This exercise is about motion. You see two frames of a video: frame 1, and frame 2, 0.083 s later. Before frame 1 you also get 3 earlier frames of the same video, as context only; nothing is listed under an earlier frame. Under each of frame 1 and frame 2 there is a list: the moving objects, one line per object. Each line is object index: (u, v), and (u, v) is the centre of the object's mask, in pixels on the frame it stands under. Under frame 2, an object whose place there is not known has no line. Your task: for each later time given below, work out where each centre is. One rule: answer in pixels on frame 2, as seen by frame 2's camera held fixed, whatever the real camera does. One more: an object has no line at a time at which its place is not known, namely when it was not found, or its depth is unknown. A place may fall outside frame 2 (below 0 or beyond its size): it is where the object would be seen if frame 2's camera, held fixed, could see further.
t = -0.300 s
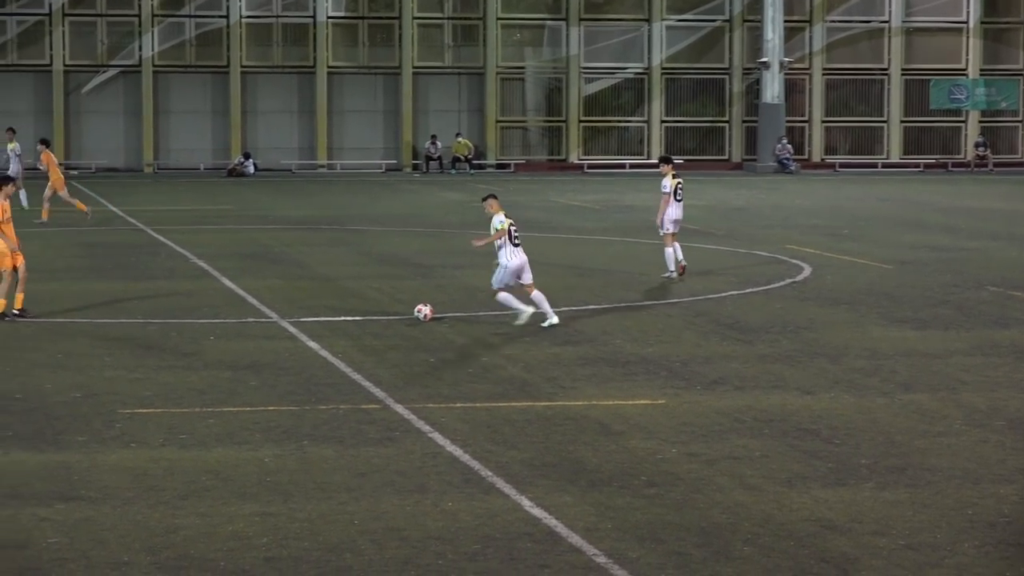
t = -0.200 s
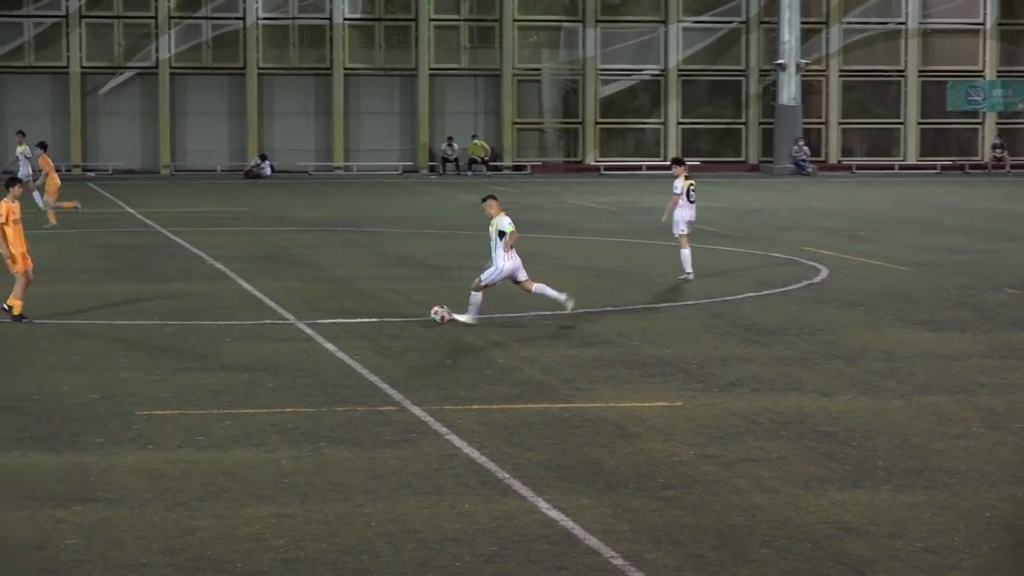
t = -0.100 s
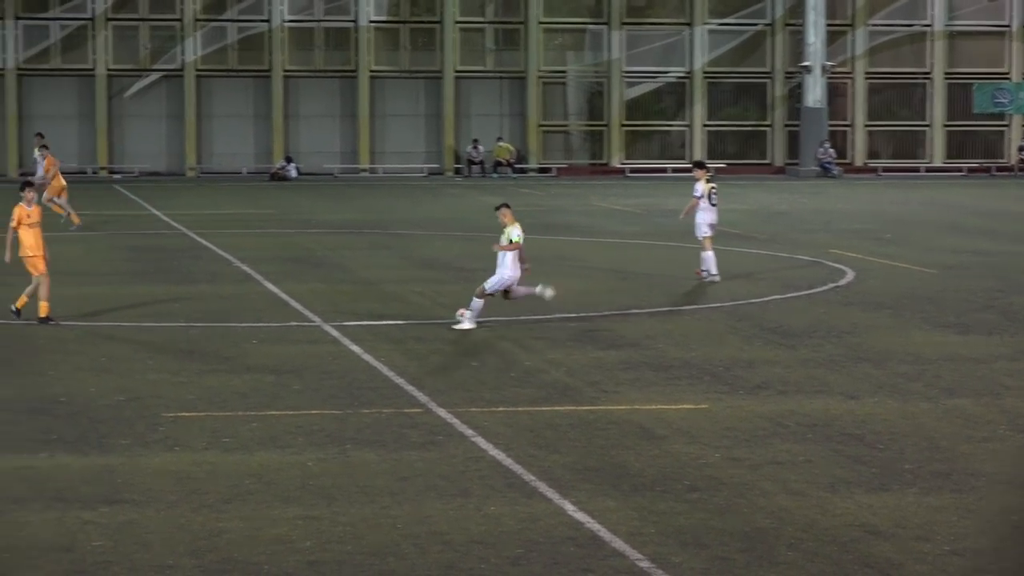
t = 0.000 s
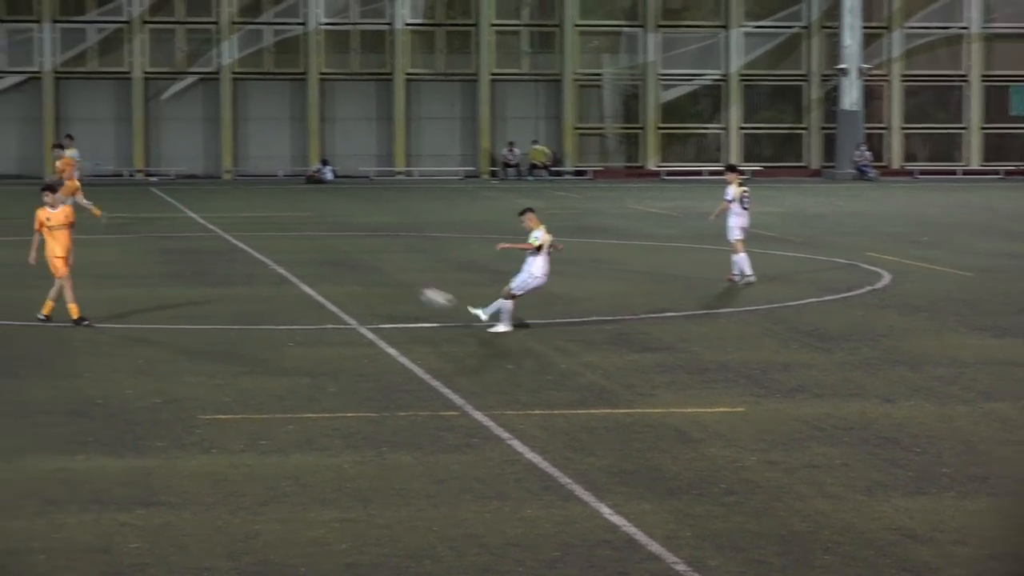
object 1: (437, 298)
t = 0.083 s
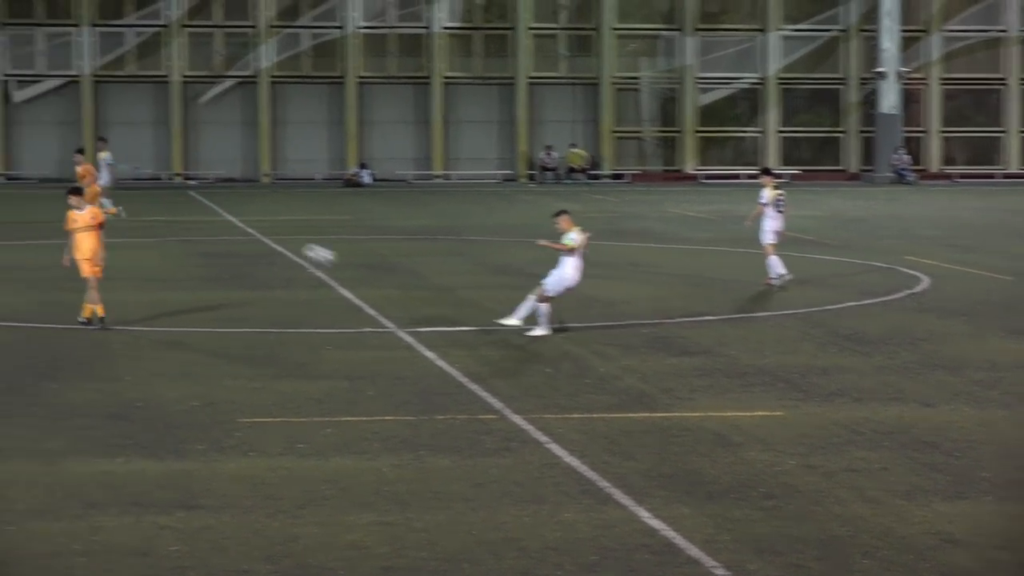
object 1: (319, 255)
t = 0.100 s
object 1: (291, 245)
